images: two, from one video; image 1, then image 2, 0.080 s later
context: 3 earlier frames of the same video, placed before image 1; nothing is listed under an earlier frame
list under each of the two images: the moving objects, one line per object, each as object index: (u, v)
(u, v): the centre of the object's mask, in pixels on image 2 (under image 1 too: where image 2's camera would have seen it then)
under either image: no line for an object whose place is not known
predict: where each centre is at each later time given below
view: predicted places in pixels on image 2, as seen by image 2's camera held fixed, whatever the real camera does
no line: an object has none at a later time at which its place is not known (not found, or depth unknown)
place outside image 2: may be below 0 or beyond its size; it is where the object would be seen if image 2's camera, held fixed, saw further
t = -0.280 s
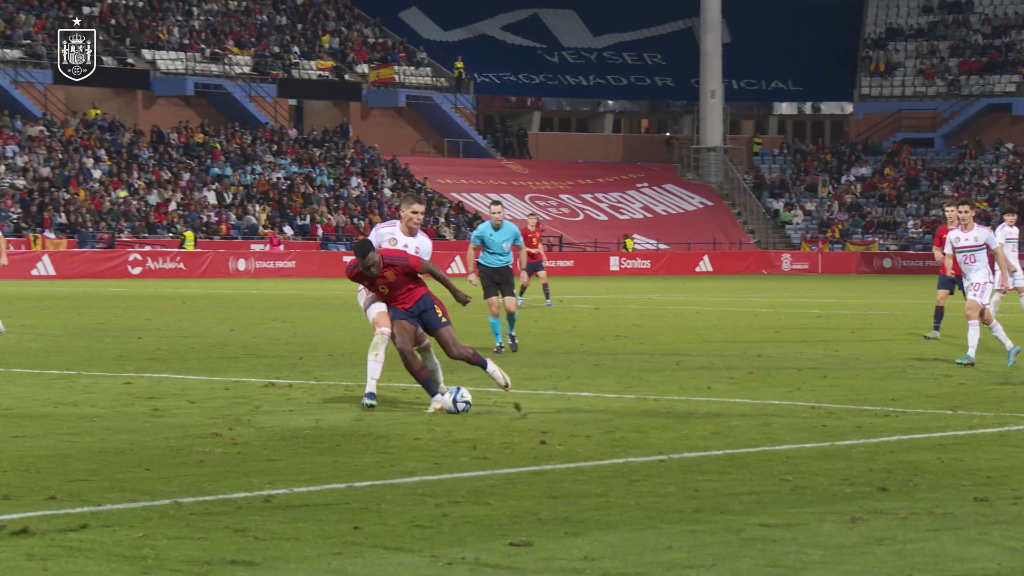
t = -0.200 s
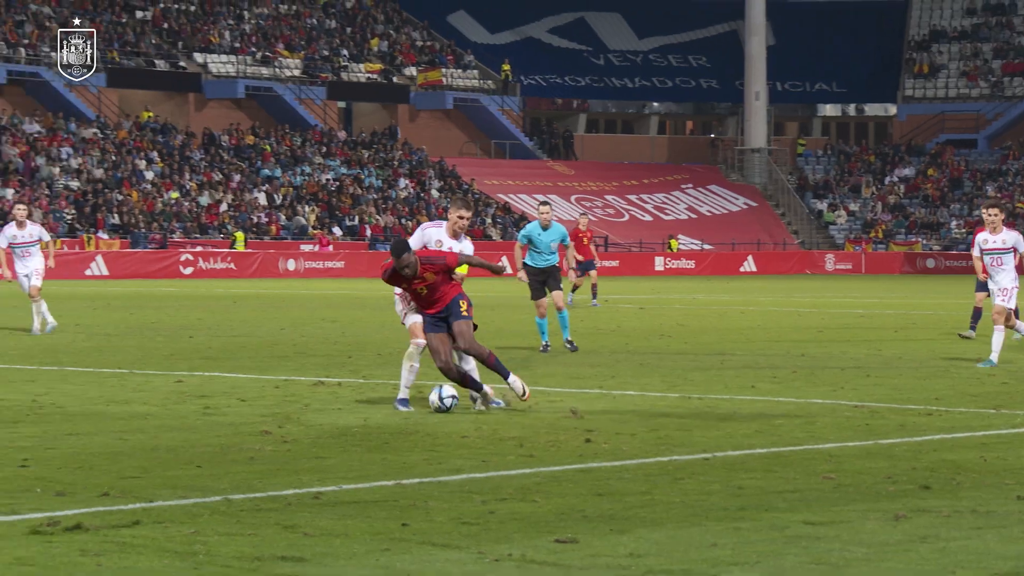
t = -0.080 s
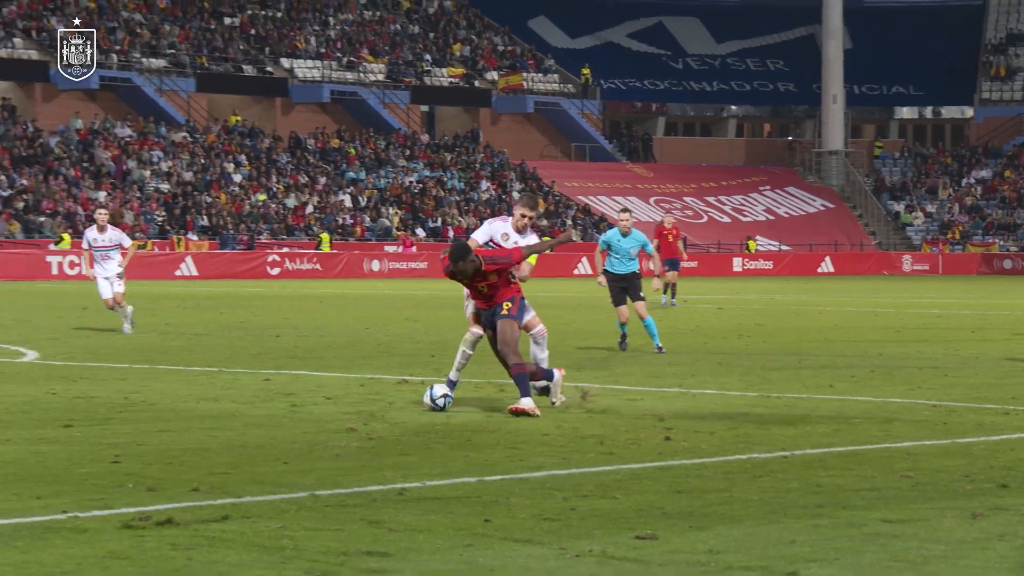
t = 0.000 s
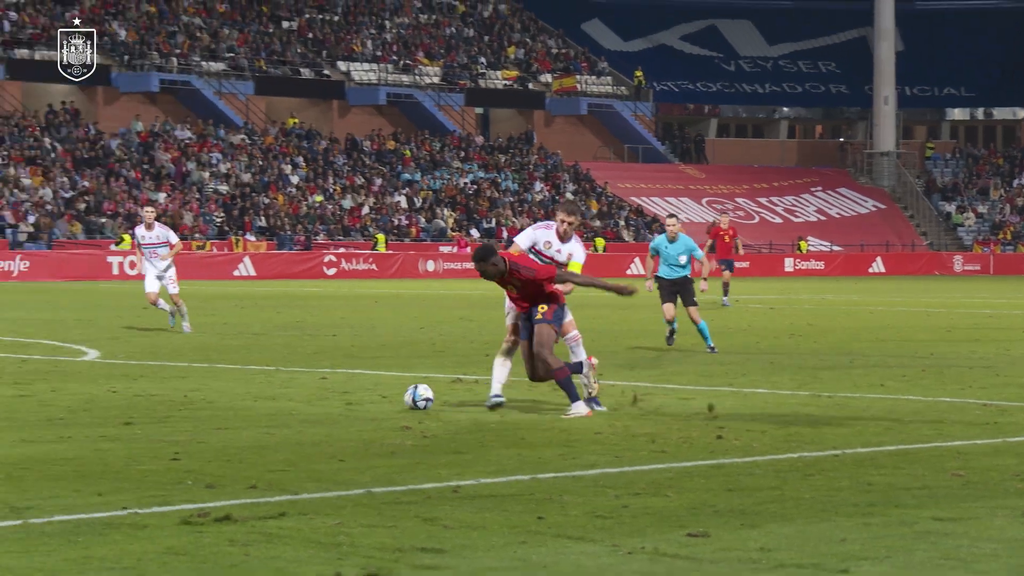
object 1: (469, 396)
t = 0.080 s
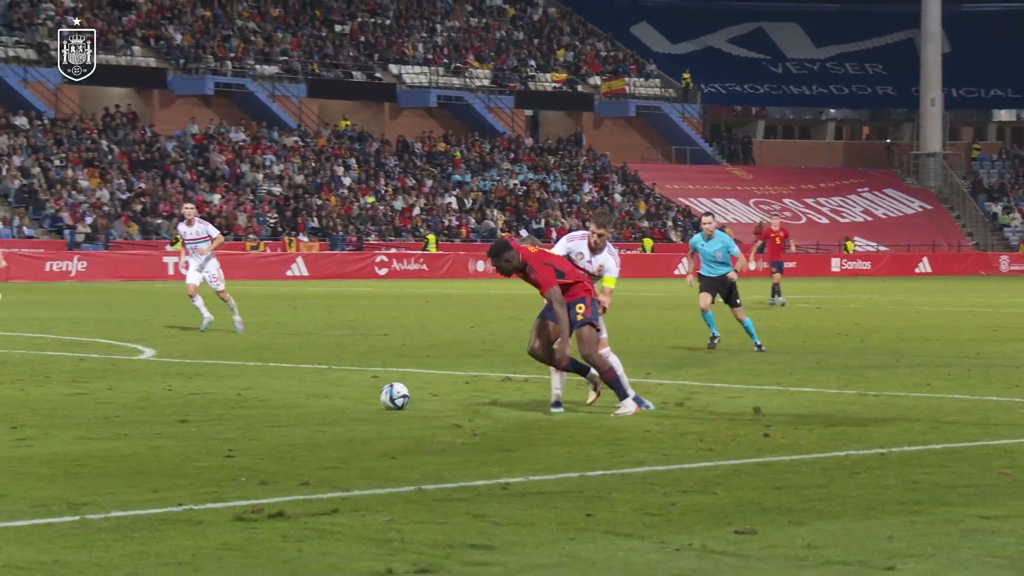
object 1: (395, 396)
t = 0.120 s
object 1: (358, 398)
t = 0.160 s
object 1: (324, 397)
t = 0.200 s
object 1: (290, 397)
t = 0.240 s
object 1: (257, 398)
